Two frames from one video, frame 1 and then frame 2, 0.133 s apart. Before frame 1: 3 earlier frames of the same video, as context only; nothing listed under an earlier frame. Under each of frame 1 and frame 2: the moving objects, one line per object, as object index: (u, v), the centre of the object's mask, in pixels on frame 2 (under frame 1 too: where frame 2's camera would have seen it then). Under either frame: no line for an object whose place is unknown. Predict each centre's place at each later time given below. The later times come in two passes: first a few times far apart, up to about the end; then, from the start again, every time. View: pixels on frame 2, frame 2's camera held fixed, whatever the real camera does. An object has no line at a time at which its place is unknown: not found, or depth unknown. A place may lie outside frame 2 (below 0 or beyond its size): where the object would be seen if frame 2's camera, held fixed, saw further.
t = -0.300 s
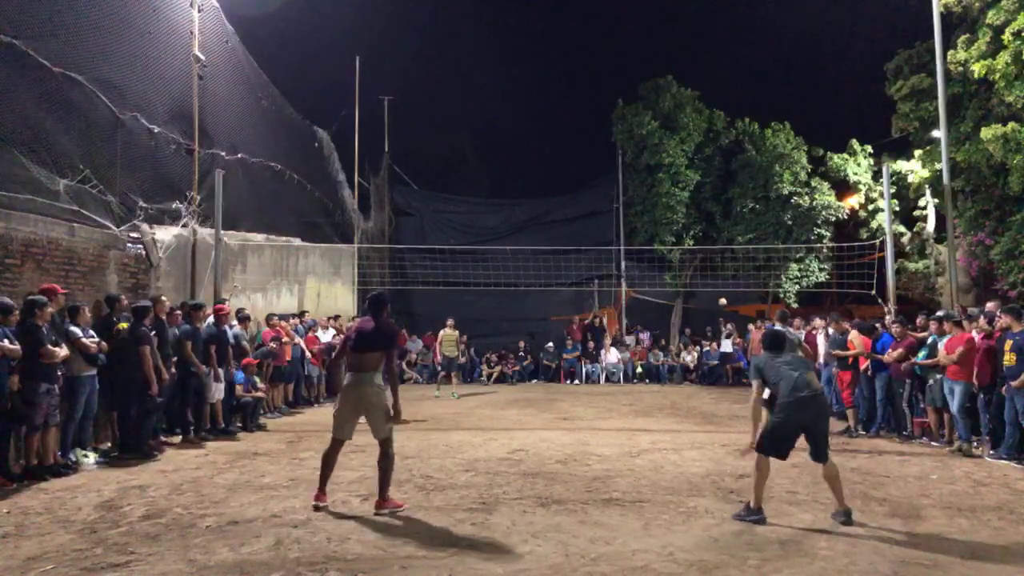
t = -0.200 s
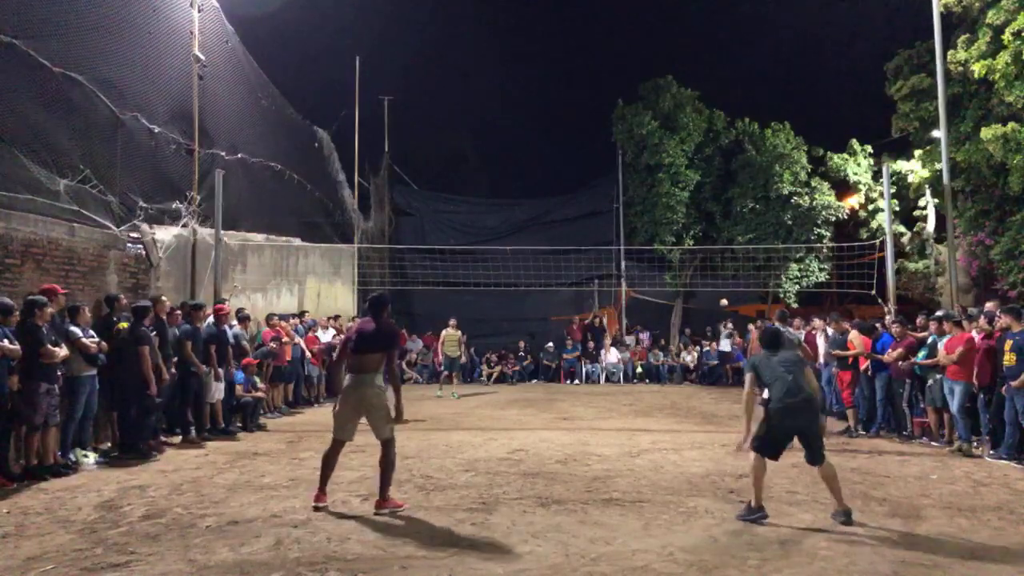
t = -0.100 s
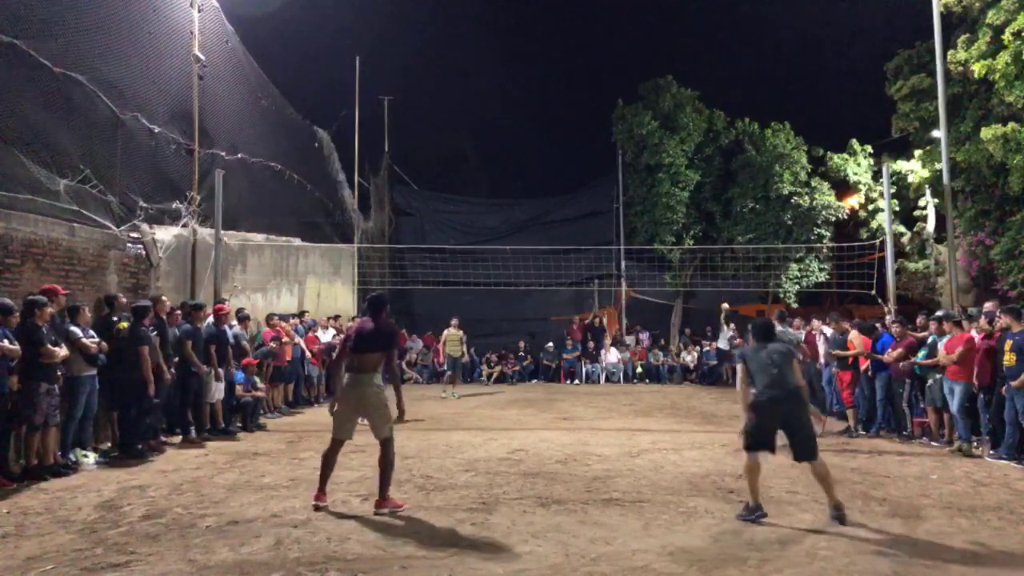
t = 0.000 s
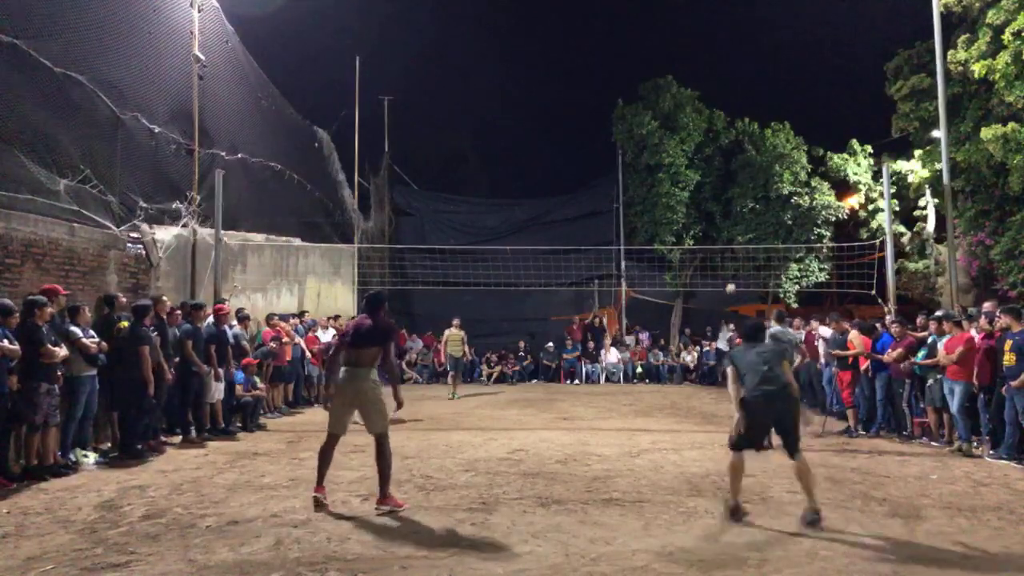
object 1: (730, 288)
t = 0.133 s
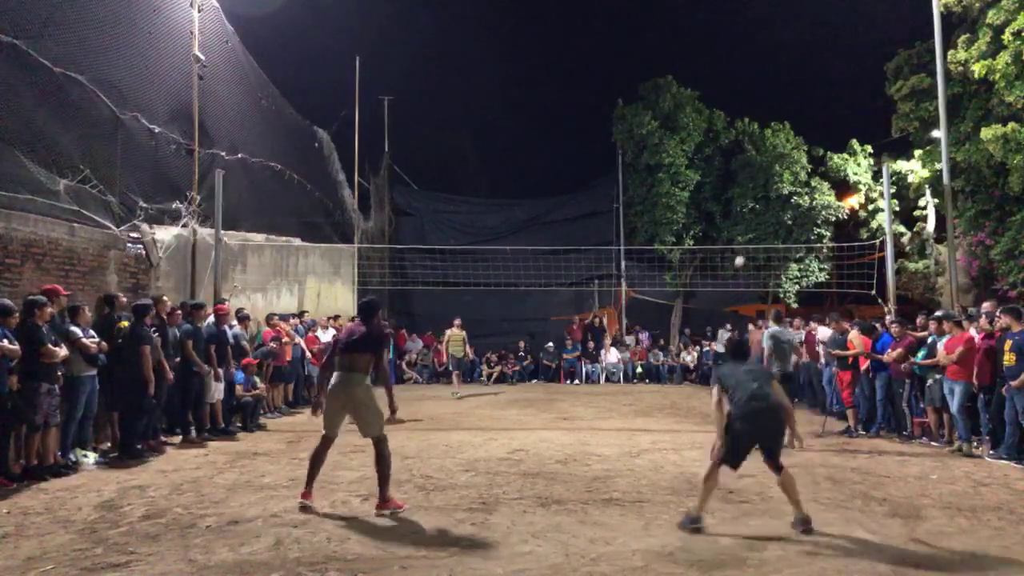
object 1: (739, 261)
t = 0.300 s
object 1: (755, 229)
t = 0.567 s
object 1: (781, 185)
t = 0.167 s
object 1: (742, 255)
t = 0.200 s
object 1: (745, 248)
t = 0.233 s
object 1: (748, 241)
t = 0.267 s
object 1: (751, 235)
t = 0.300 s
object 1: (755, 229)
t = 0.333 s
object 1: (758, 223)
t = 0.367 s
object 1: (761, 216)
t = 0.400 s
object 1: (764, 210)
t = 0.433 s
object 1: (768, 204)
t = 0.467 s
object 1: (771, 198)
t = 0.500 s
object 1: (774, 193)
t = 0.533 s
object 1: (778, 189)
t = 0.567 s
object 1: (781, 185)
